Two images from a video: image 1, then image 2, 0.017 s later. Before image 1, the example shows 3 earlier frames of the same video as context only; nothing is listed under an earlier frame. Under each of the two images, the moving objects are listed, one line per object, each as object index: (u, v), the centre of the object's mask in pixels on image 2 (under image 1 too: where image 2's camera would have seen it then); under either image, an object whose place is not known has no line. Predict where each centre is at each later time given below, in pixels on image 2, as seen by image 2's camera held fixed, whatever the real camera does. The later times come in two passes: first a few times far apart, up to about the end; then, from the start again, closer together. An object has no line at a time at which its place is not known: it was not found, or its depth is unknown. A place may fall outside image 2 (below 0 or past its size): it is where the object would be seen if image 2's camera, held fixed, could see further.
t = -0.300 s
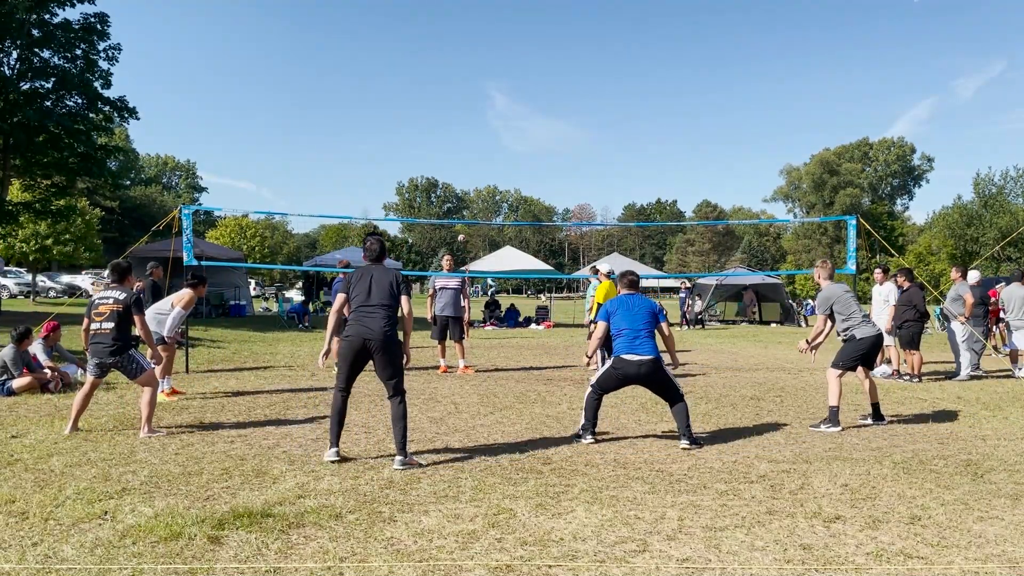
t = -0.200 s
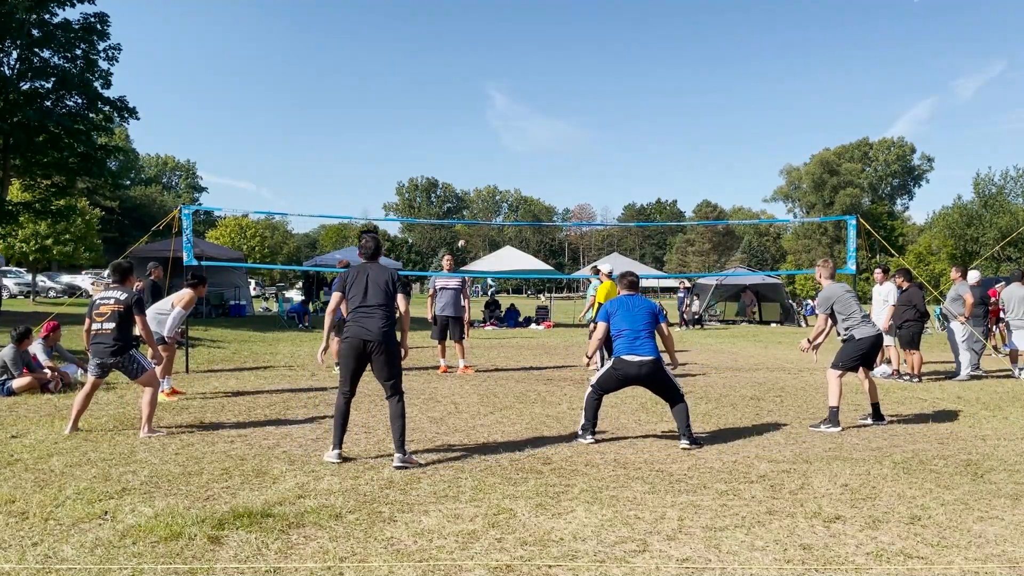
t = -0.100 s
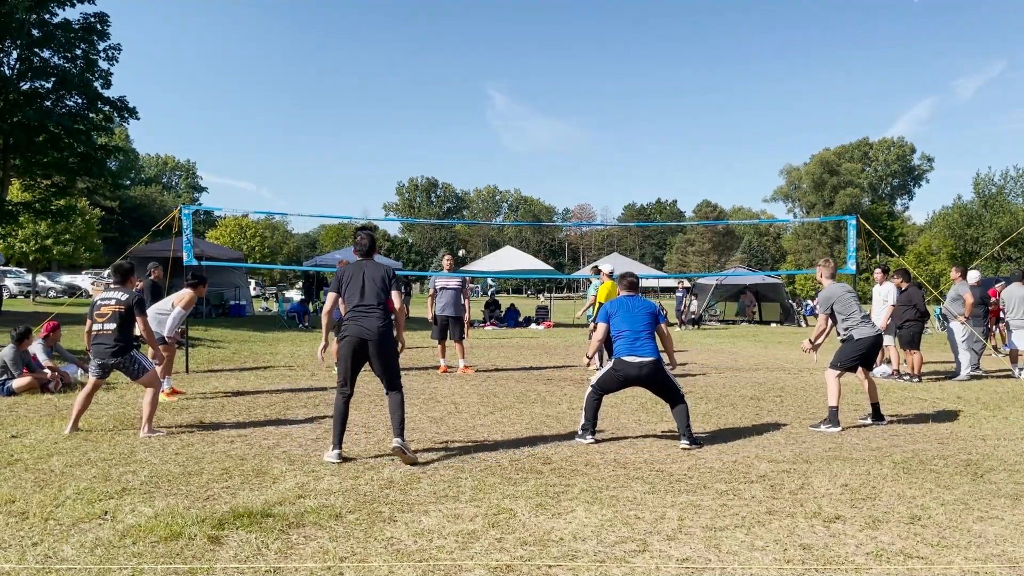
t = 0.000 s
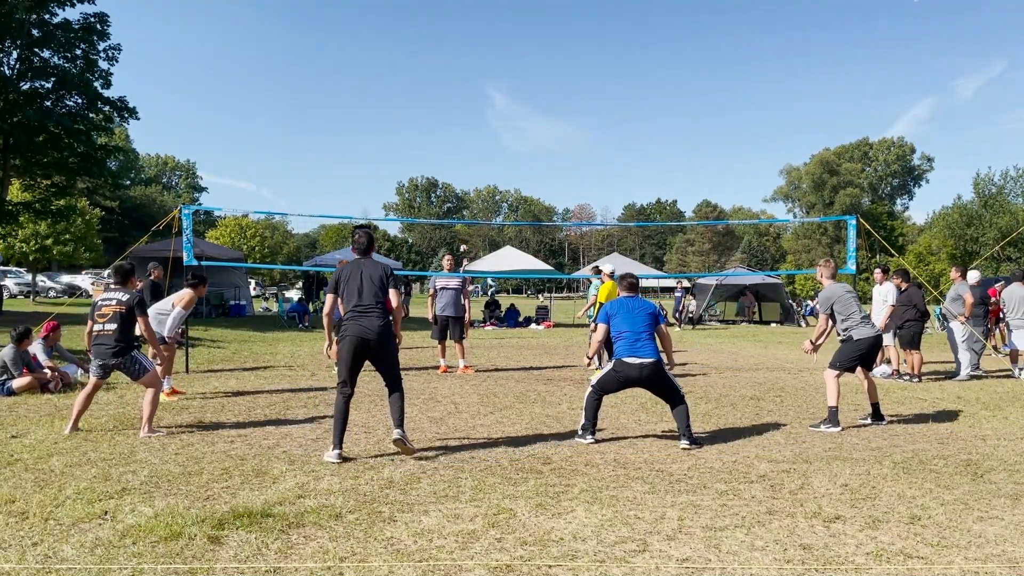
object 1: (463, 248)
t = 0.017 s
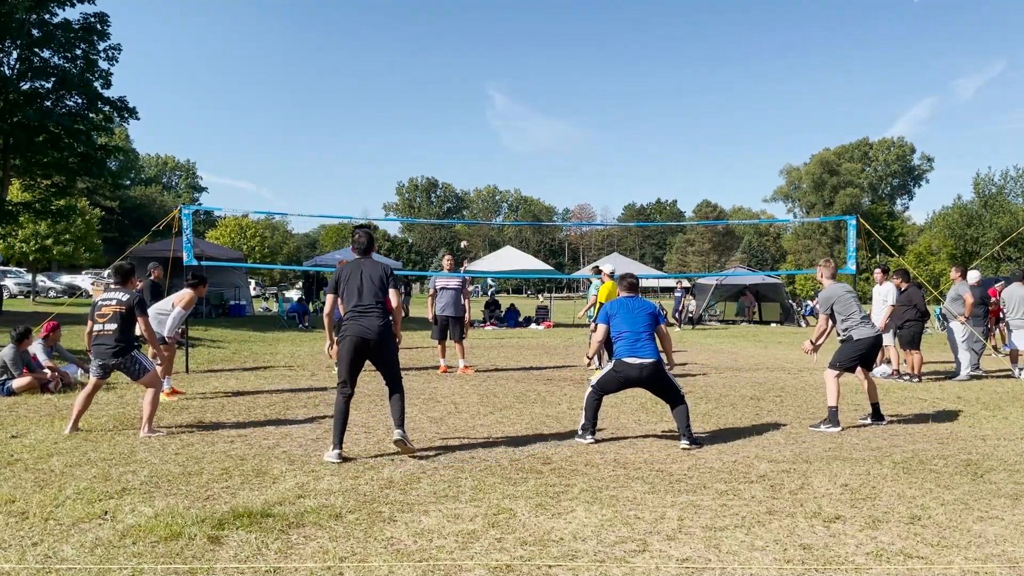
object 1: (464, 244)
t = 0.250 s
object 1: (473, 191)
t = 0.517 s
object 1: (487, 143)
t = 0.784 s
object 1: (517, 126)
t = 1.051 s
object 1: (574, 162)
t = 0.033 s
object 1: (464, 240)
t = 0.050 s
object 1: (465, 236)
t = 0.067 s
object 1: (465, 232)
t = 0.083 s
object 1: (466, 228)
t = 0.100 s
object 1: (467, 226)
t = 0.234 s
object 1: (473, 194)
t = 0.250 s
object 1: (473, 191)
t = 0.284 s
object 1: (474, 184)
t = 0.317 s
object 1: (475, 177)
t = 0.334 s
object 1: (476, 174)
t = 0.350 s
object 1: (477, 171)
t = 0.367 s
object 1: (477, 168)
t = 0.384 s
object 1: (478, 164)
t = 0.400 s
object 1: (479, 162)
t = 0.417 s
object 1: (480, 159)
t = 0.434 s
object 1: (481, 156)
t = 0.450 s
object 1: (482, 153)
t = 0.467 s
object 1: (483, 150)
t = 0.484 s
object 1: (485, 148)
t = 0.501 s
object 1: (486, 145)
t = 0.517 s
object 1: (487, 143)
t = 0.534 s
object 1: (488, 140)
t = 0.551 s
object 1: (490, 138)
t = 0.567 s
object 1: (491, 136)
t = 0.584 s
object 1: (493, 135)
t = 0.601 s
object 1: (494, 133)
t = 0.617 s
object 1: (496, 131)
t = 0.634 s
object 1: (497, 130)
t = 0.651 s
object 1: (499, 129)
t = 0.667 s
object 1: (501, 128)
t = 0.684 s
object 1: (503, 127)
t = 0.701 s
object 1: (505, 127)
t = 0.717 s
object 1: (507, 126)
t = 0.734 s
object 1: (509, 126)
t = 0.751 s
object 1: (511, 126)
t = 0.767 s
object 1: (514, 126)
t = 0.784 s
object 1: (517, 126)
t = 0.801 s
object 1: (519, 126)
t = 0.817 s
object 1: (522, 127)
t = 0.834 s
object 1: (525, 128)
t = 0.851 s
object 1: (528, 129)
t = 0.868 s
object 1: (532, 130)
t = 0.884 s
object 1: (535, 131)
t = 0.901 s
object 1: (538, 133)
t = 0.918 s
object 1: (542, 135)
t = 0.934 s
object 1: (545, 137)
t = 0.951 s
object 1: (549, 140)
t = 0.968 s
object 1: (553, 142)
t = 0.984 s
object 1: (557, 146)
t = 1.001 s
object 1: (561, 149)
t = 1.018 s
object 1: (565, 153)
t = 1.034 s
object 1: (569, 157)
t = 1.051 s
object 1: (574, 162)
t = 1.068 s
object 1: (578, 167)
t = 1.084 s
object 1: (583, 172)
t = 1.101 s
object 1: (587, 179)
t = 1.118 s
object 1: (592, 185)
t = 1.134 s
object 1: (597, 193)
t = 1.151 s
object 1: (602, 200)
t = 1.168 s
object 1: (608, 209)
